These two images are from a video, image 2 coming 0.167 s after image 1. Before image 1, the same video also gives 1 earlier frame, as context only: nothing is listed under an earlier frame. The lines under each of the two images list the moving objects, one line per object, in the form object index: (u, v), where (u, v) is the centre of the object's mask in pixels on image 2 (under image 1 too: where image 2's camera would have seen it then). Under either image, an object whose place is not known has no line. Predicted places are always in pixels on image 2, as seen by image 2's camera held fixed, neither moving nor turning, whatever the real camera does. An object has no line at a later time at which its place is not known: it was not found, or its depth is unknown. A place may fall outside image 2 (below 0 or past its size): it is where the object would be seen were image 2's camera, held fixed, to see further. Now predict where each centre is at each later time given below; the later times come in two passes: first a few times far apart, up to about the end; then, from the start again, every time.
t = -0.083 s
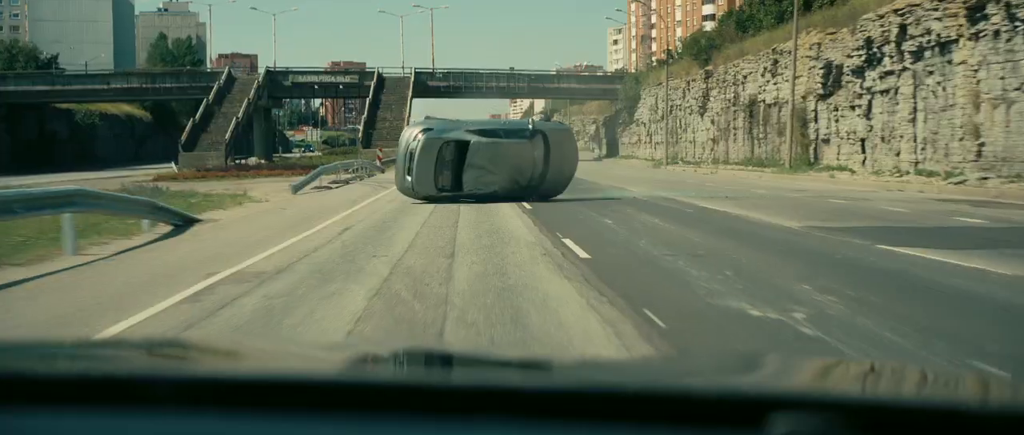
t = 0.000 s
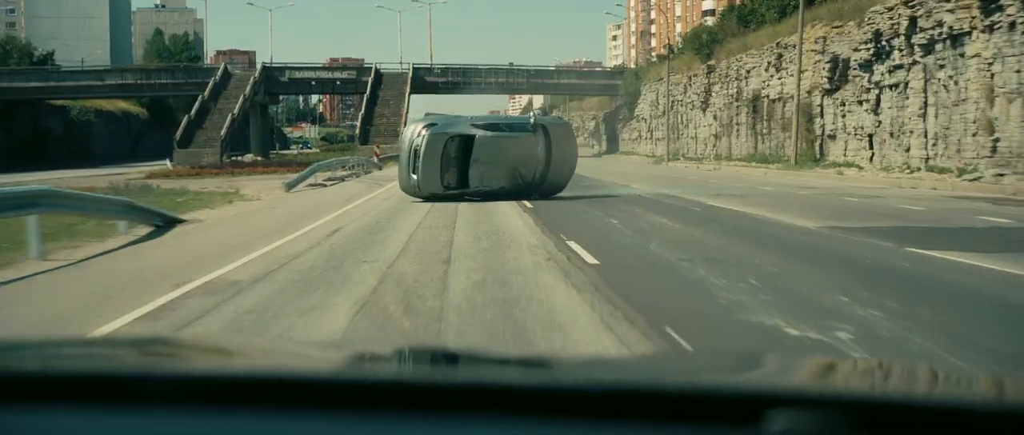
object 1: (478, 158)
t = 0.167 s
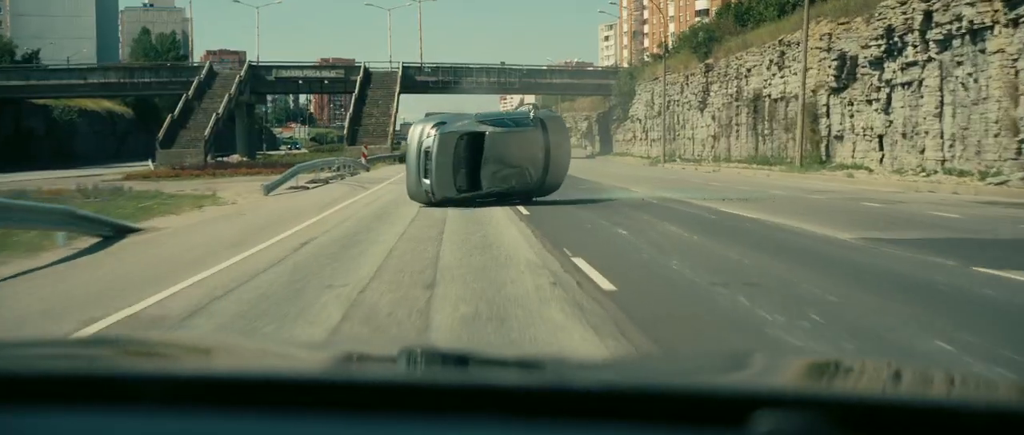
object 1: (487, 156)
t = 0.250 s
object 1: (492, 157)
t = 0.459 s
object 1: (509, 157)
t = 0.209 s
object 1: (489, 157)
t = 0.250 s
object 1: (492, 157)
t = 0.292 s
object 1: (494, 158)
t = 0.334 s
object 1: (498, 158)
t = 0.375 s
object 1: (501, 157)
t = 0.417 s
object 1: (504, 157)
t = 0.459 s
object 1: (509, 157)
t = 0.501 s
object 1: (514, 158)
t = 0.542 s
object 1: (518, 158)
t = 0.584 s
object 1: (523, 157)
